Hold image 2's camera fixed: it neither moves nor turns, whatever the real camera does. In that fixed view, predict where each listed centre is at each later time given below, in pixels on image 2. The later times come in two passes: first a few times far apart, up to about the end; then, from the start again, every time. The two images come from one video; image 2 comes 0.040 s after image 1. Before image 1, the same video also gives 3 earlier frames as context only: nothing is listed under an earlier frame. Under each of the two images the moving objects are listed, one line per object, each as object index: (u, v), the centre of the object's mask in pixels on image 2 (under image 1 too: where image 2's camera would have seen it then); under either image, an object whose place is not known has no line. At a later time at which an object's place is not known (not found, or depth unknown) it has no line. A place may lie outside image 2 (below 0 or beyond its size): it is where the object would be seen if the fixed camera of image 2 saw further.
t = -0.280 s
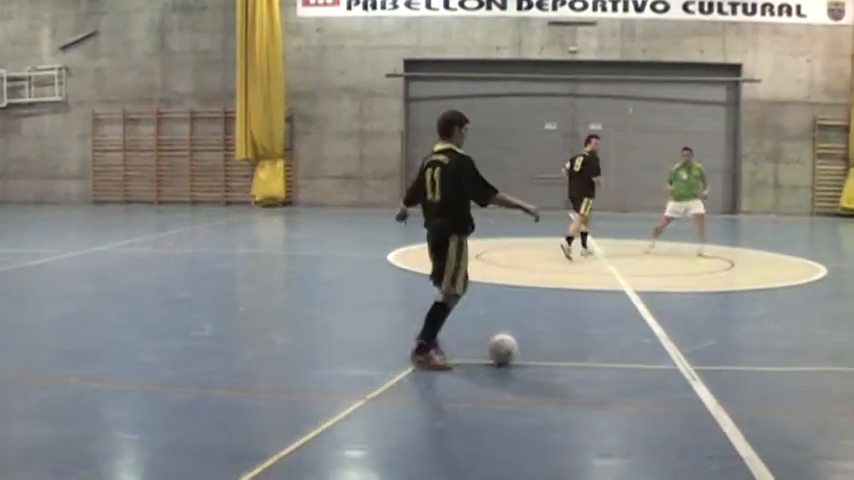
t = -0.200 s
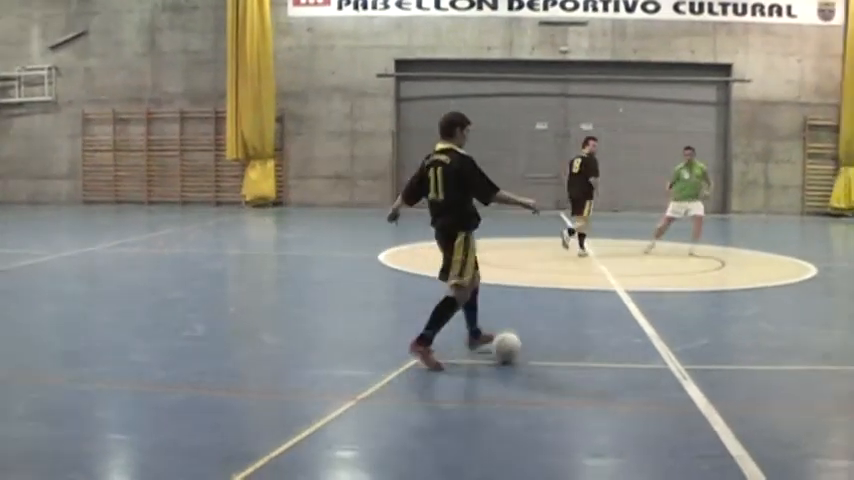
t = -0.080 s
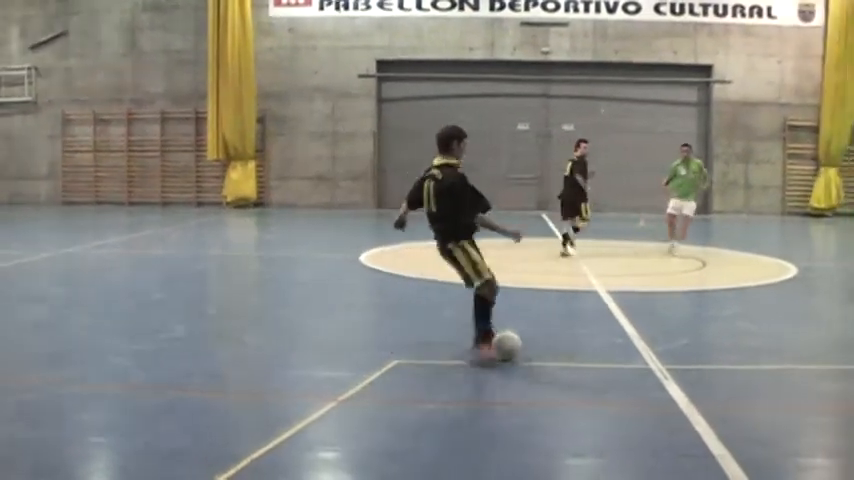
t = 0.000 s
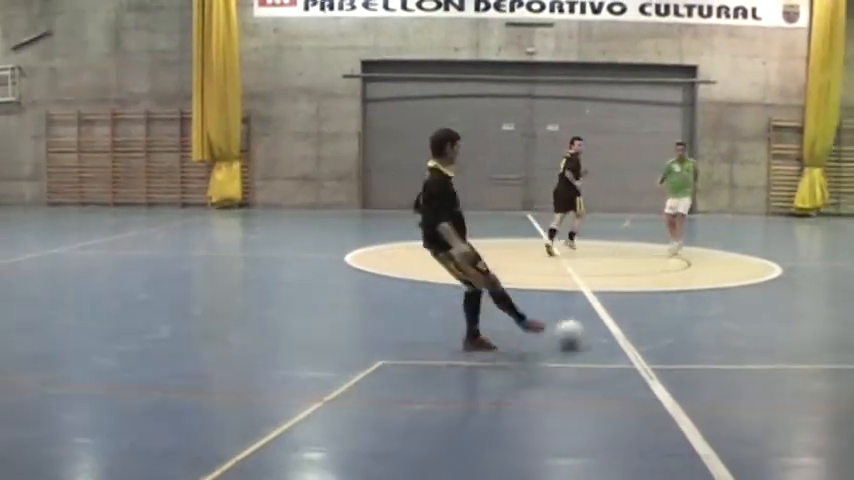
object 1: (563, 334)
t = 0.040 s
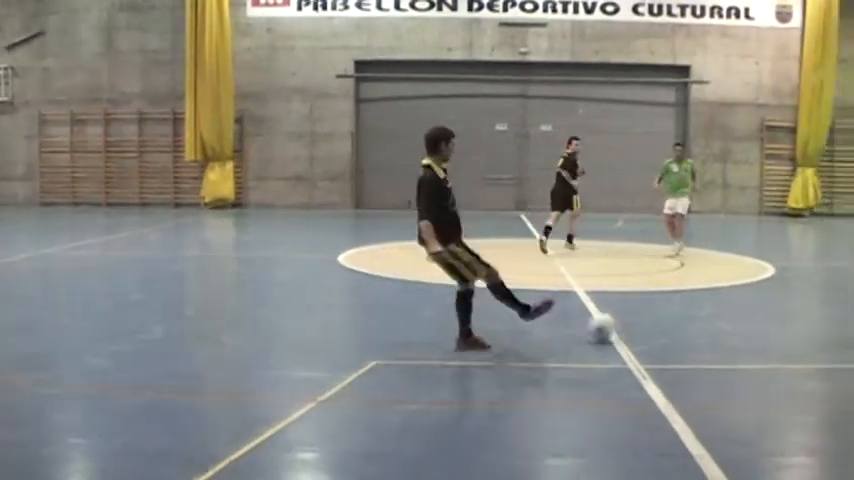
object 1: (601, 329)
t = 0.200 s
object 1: (725, 308)
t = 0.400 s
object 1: (827, 294)
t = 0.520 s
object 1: (872, 287)
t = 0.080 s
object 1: (637, 322)
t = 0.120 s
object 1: (670, 319)
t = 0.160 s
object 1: (699, 313)
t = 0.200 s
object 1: (725, 308)
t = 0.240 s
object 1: (749, 305)
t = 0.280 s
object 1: (771, 302)
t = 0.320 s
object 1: (791, 299)
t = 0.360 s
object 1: (810, 297)
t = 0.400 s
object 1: (827, 294)
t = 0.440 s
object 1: (843, 292)
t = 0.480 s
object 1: (858, 290)
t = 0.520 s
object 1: (872, 287)
